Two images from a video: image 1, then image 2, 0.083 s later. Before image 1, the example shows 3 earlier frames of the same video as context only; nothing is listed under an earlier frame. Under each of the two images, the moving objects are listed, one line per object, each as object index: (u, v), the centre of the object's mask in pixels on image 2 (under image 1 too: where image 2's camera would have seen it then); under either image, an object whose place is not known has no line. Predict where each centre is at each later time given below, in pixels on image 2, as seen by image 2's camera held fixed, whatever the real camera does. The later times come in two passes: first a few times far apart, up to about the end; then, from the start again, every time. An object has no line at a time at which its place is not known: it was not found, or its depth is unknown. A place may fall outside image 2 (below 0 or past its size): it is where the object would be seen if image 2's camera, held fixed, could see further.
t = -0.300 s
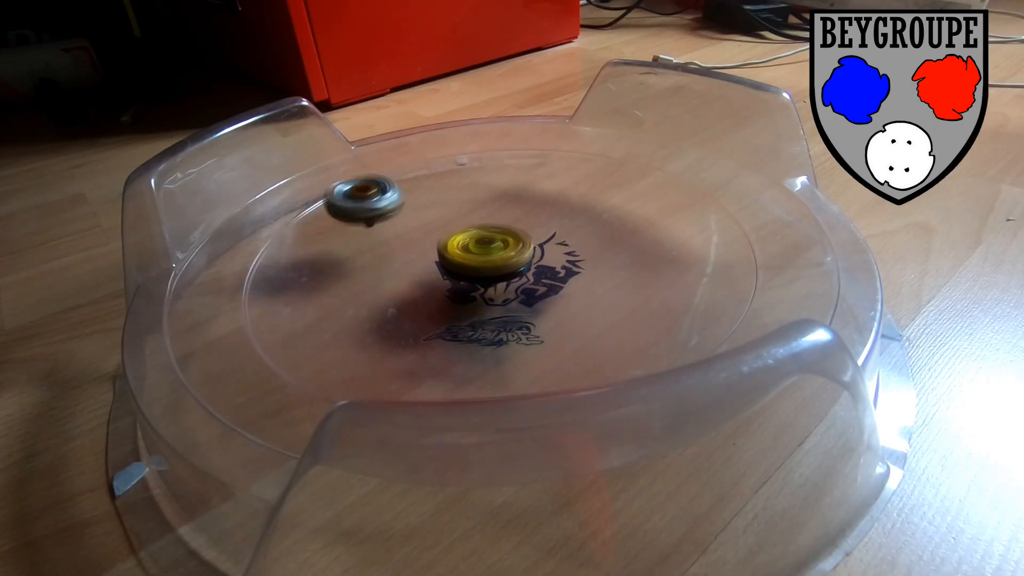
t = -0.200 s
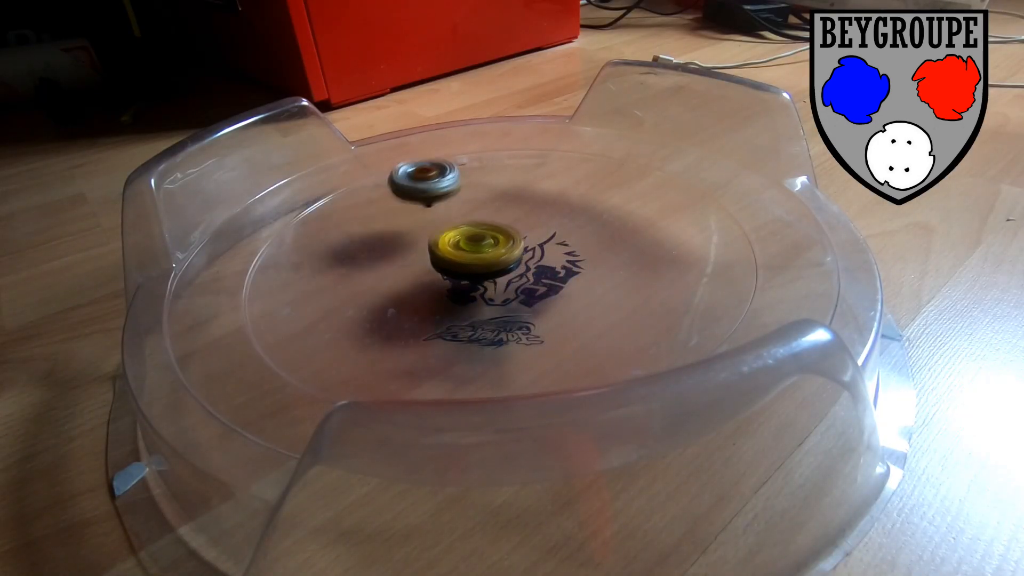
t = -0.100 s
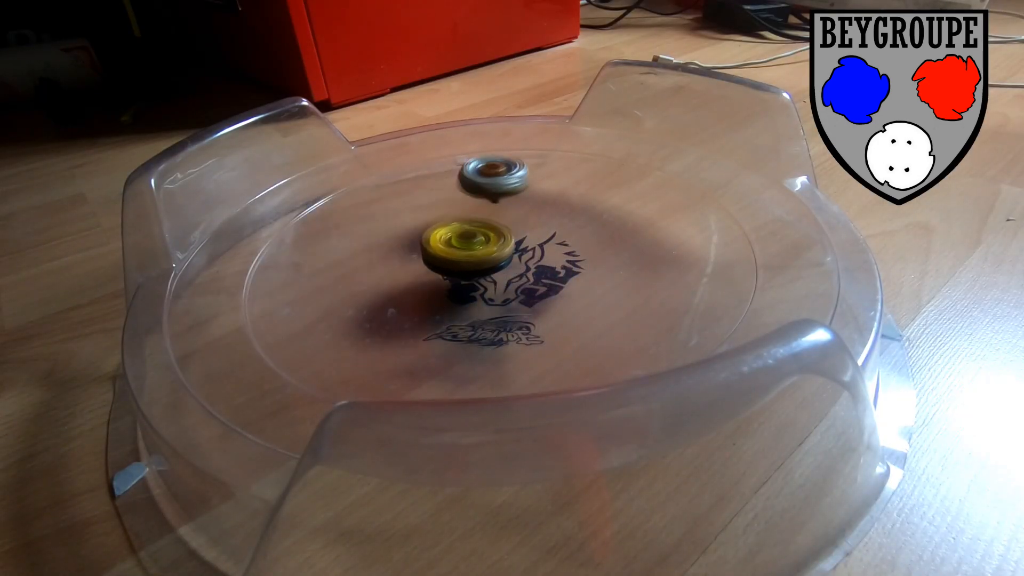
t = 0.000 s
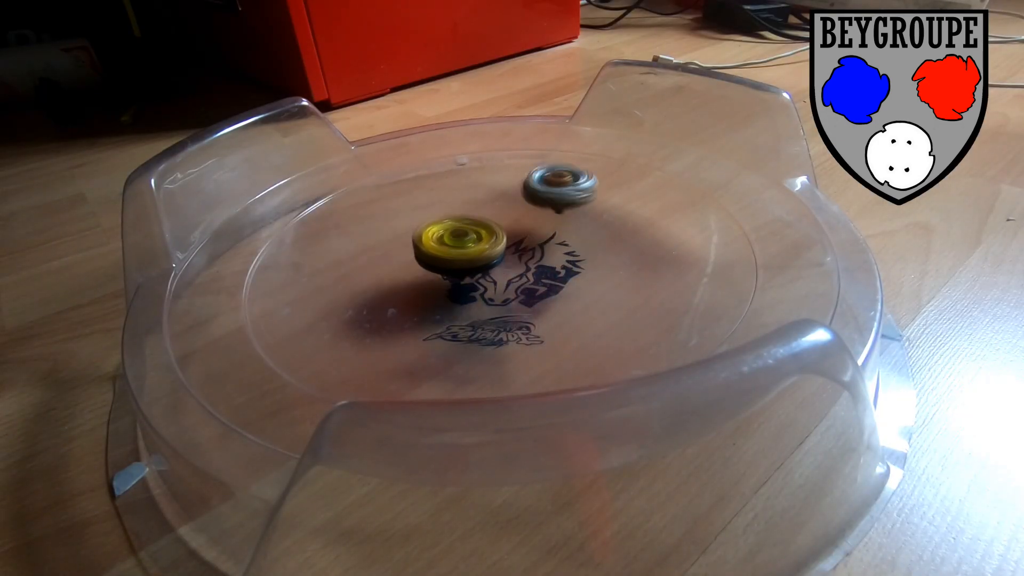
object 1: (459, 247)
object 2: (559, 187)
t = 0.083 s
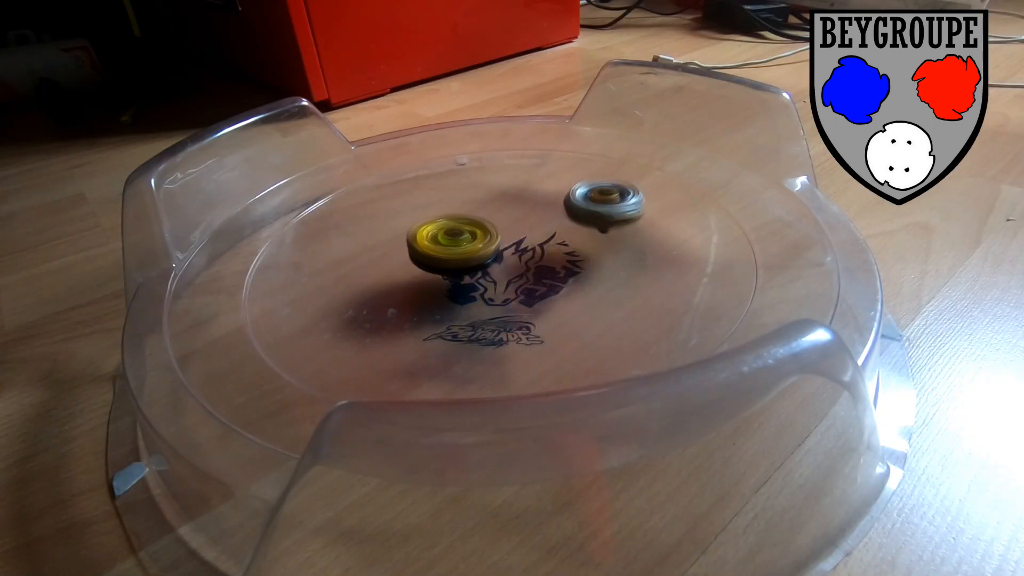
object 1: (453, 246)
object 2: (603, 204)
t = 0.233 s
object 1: (449, 246)
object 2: (642, 257)
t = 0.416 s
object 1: (454, 245)
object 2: (551, 328)
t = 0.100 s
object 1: (453, 246)
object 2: (611, 209)
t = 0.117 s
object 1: (452, 246)
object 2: (618, 214)
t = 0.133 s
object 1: (452, 246)
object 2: (624, 219)
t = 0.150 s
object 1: (451, 246)
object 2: (630, 226)
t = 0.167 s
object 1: (450, 246)
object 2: (634, 231)
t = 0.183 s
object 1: (450, 246)
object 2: (637, 238)
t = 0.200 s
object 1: (450, 246)
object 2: (640, 243)
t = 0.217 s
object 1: (450, 245)
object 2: (642, 250)
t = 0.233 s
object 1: (449, 246)
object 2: (642, 257)
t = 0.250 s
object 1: (449, 245)
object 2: (641, 265)
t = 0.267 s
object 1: (449, 245)
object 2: (638, 272)
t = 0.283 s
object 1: (449, 246)
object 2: (634, 279)
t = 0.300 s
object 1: (450, 246)
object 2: (629, 287)
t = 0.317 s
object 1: (450, 245)
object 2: (622, 293)
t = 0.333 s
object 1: (450, 246)
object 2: (614, 301)
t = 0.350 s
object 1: (451, 245)
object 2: (604, 307)
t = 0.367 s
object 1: (452, 246)
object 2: (593, 313)
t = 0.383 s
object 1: (453, 246)
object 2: (580, 318)
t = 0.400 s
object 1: (453, 245)
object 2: (567, 324)
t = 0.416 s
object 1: (454, 245)
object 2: (551, 328)
